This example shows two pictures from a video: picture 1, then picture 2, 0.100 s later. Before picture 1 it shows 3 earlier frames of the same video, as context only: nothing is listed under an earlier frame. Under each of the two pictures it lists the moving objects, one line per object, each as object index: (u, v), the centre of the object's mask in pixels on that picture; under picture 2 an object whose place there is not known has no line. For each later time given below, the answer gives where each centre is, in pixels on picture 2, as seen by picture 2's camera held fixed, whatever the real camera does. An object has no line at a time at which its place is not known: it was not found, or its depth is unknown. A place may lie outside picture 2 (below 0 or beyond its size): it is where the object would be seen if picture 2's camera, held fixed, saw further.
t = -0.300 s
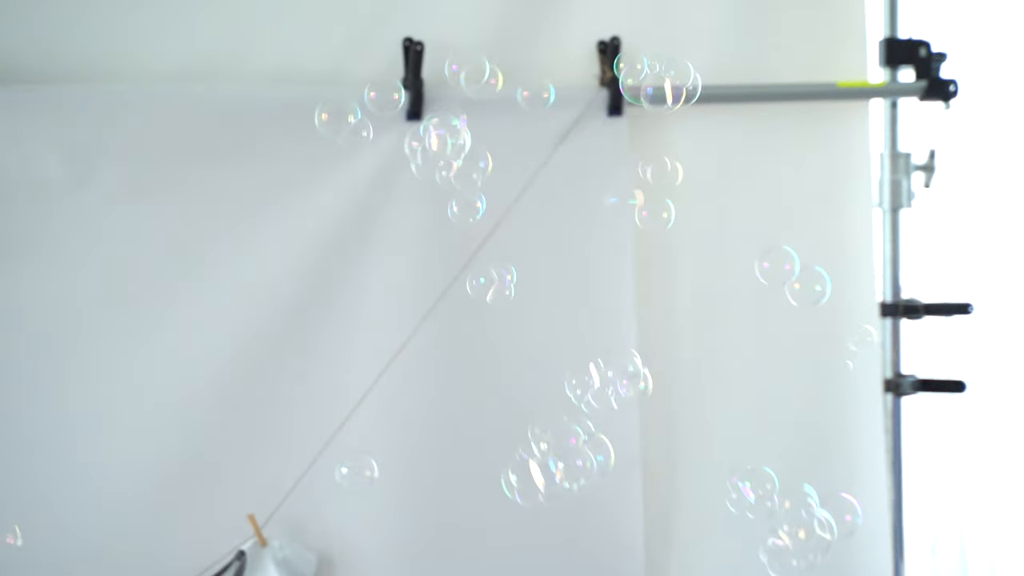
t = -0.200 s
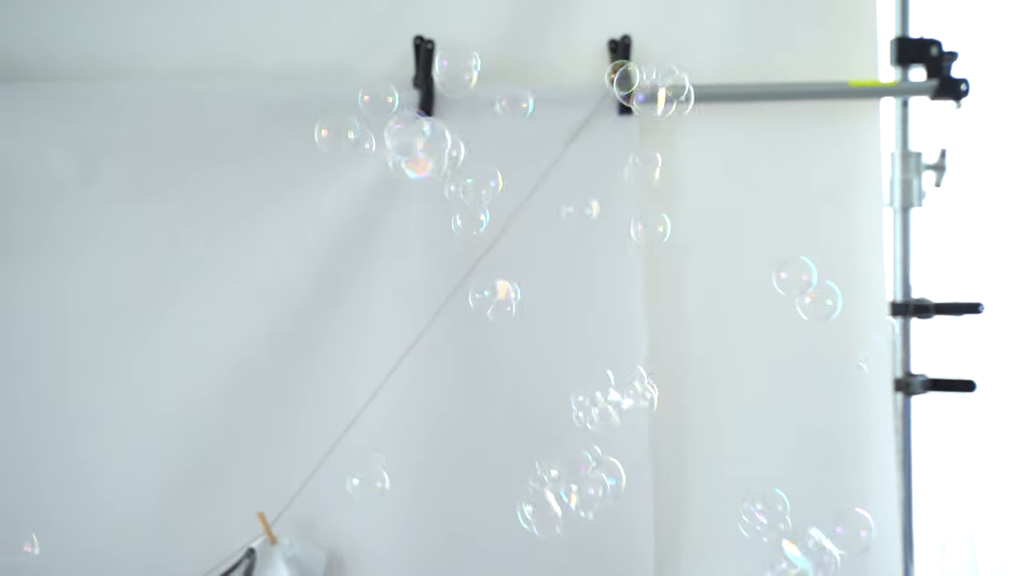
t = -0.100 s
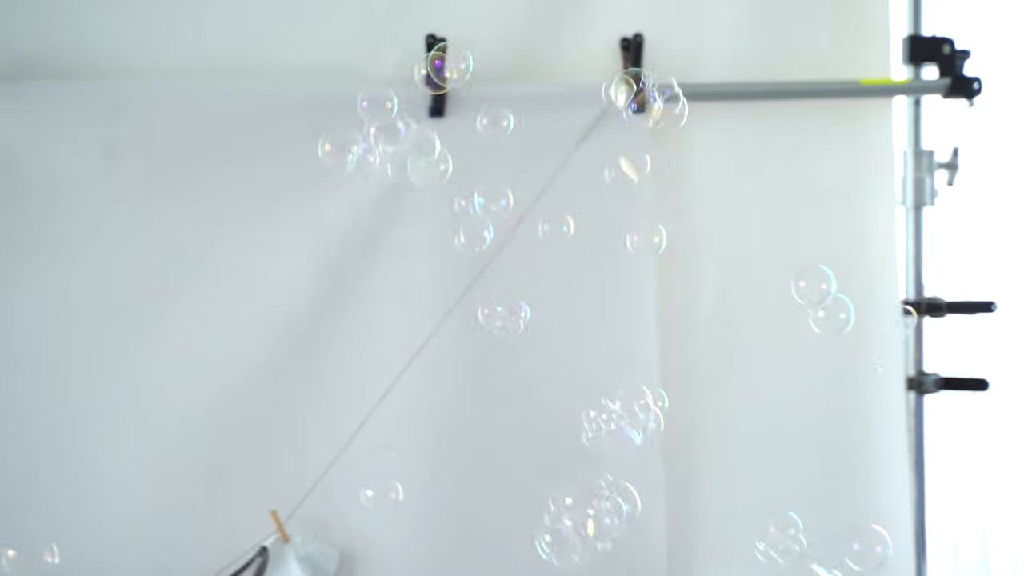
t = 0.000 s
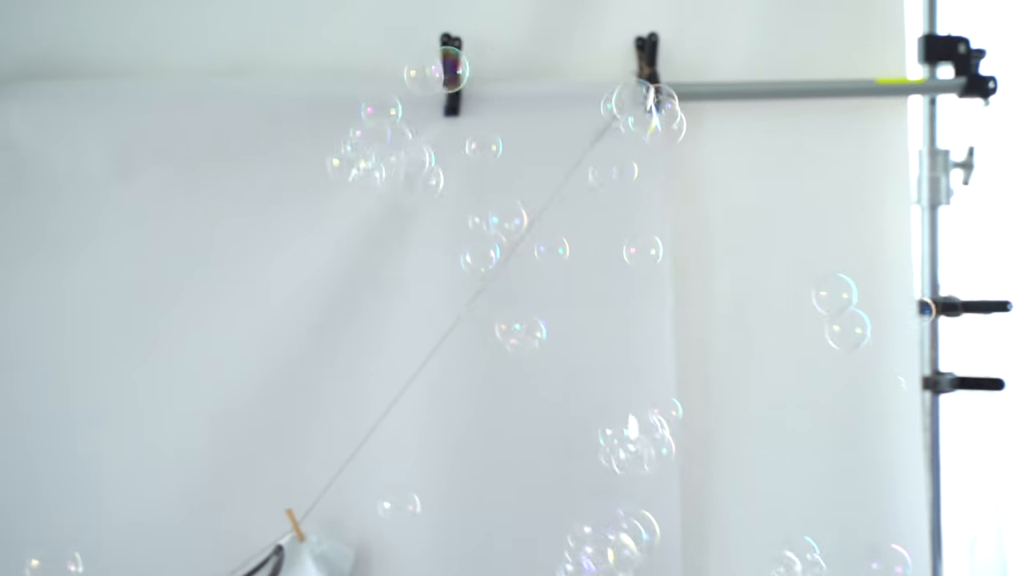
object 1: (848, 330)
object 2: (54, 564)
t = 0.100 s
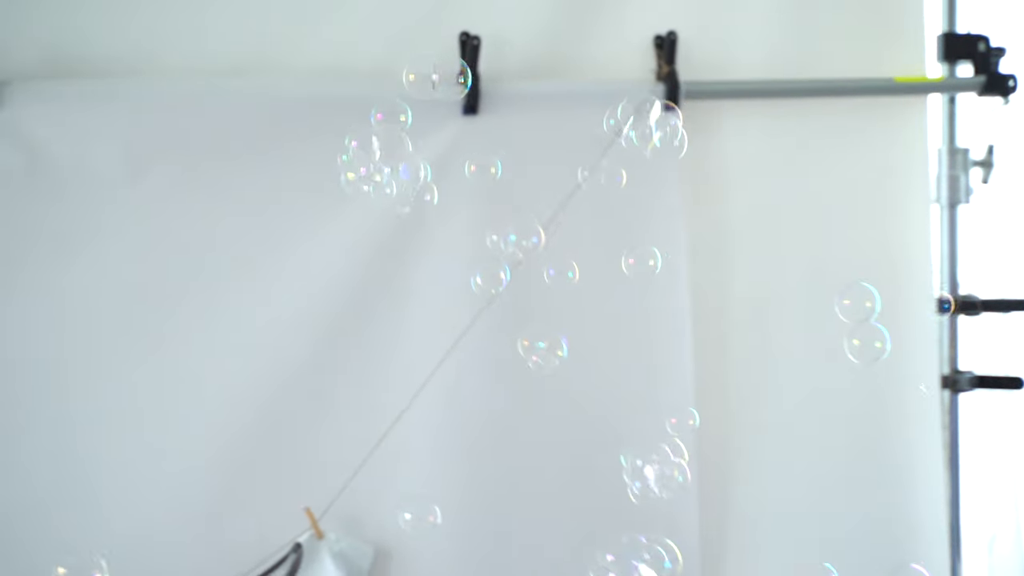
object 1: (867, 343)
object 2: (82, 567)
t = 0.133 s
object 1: (867, 348)
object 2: (84, 571)
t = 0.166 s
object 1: (868, 353)
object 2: (84, 575)
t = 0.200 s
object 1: (868, 358)
